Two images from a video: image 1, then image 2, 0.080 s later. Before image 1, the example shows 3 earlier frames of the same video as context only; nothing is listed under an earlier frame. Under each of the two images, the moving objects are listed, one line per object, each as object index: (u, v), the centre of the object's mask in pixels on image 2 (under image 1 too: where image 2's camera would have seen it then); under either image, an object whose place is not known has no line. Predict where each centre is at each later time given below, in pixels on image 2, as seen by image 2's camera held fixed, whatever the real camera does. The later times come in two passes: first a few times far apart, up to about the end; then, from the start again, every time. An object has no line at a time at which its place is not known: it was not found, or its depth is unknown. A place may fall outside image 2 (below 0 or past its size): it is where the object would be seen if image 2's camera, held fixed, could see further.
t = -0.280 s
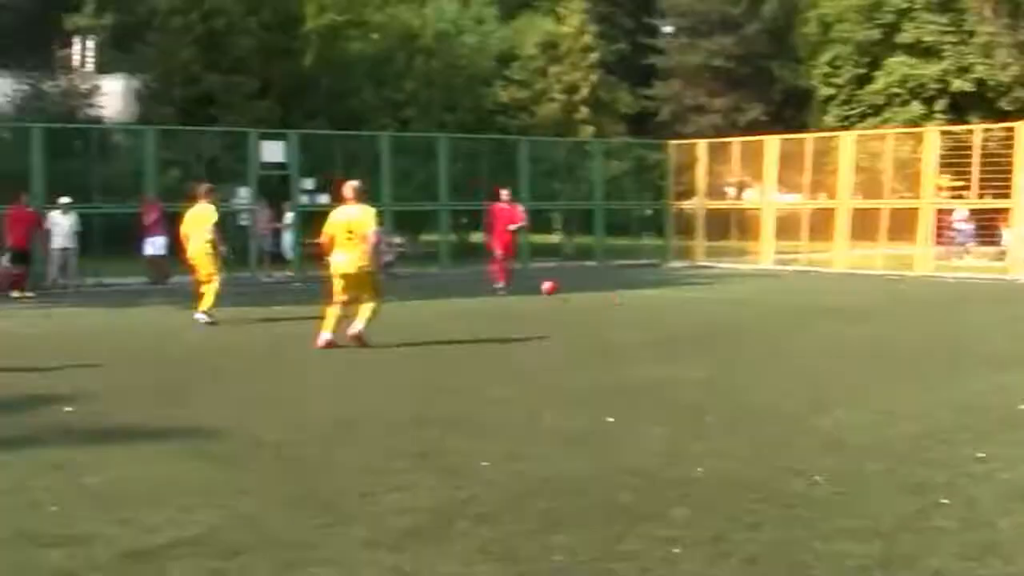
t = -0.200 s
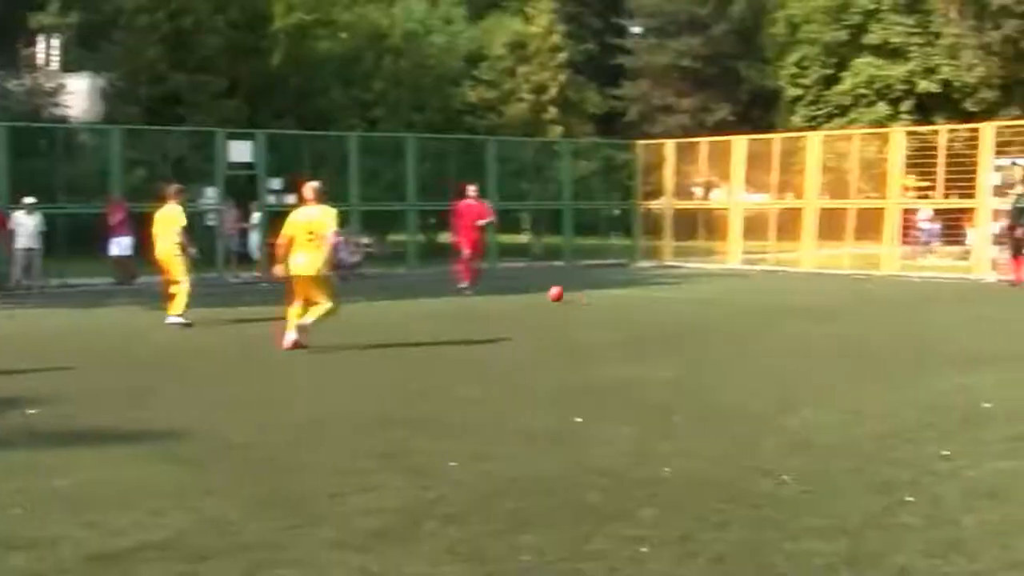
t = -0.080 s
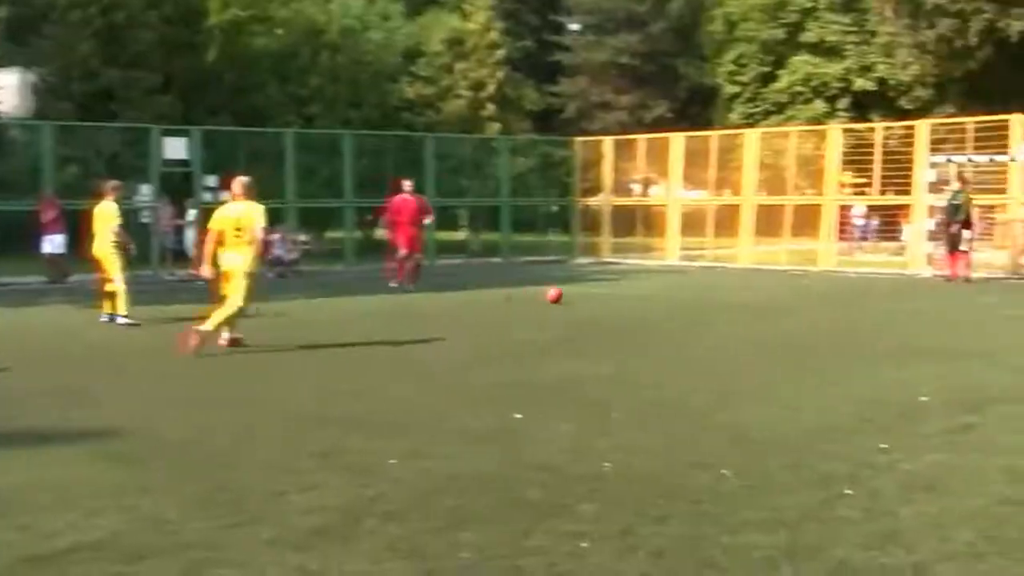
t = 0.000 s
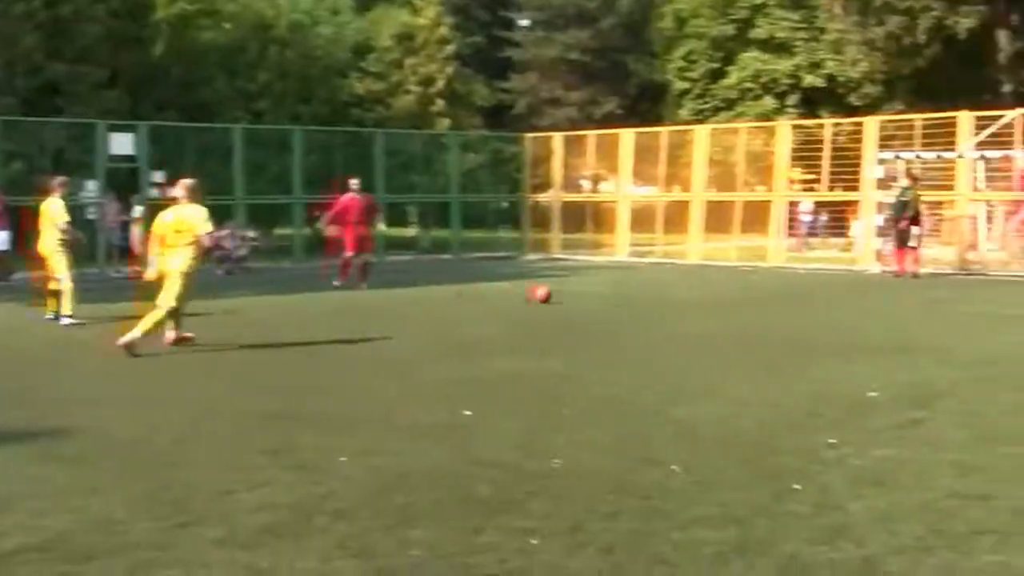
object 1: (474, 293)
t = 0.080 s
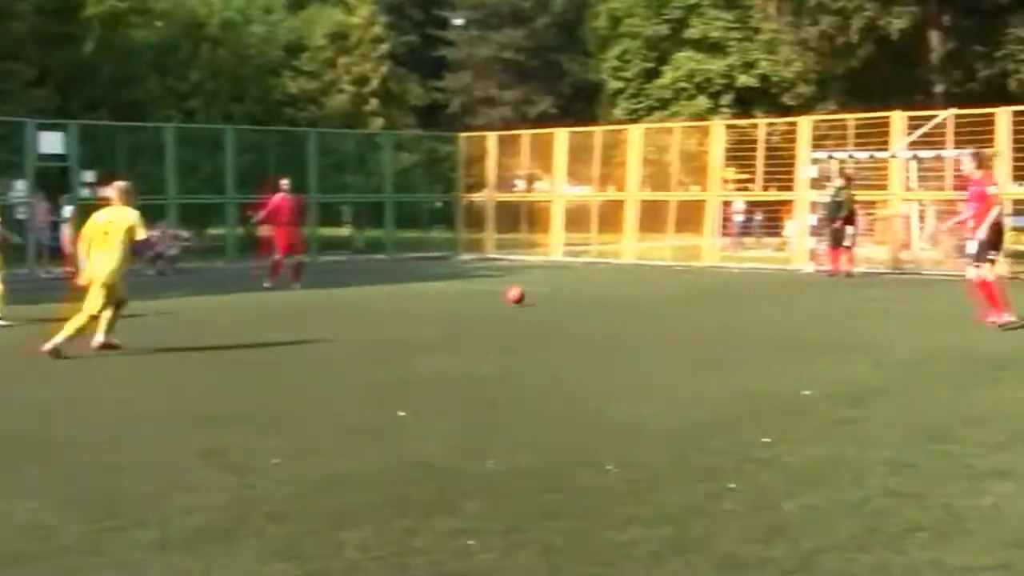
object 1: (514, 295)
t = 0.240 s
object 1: (592, 301)
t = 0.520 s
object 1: (735, 311)
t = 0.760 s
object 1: (875, 321)
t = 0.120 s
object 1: (534, 298)
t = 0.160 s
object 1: (554, 299)
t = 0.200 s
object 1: (573, 300)
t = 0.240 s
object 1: (592, 301)
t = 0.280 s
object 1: (612, 303)
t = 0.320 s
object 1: (631, 304)
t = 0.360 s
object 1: (651, 306)
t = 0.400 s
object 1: (672, 306)
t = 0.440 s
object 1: (692, 306)
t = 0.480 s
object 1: (714, 308)
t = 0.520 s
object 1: (735, 311)
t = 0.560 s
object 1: (757, 313)
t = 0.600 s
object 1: (780, 314)
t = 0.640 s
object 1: (803, 315)
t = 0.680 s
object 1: (826, 316)
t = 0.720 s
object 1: (851, 318)
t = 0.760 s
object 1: (875, 321)
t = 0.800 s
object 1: (901, 322)
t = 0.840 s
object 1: (926, 323)
